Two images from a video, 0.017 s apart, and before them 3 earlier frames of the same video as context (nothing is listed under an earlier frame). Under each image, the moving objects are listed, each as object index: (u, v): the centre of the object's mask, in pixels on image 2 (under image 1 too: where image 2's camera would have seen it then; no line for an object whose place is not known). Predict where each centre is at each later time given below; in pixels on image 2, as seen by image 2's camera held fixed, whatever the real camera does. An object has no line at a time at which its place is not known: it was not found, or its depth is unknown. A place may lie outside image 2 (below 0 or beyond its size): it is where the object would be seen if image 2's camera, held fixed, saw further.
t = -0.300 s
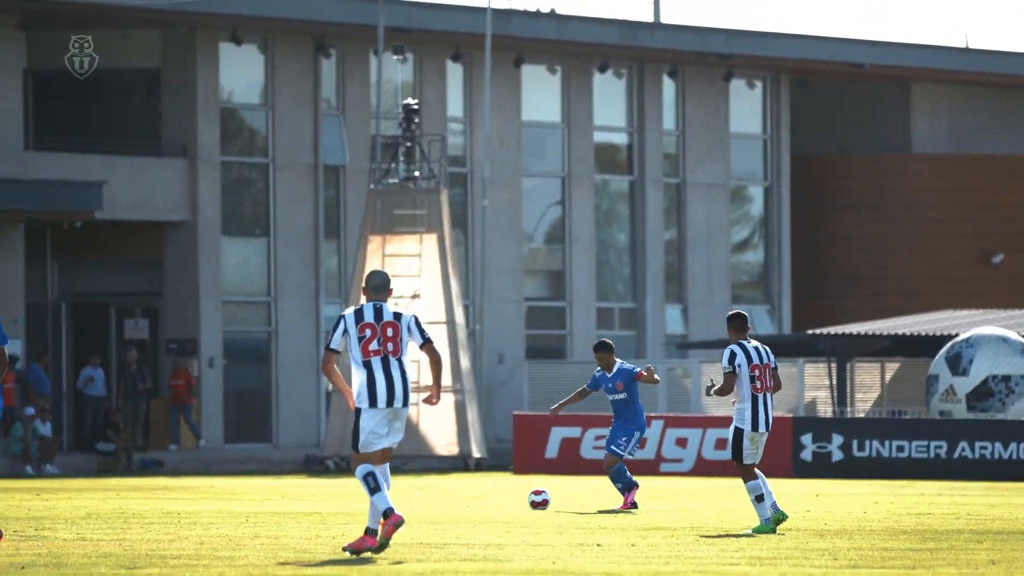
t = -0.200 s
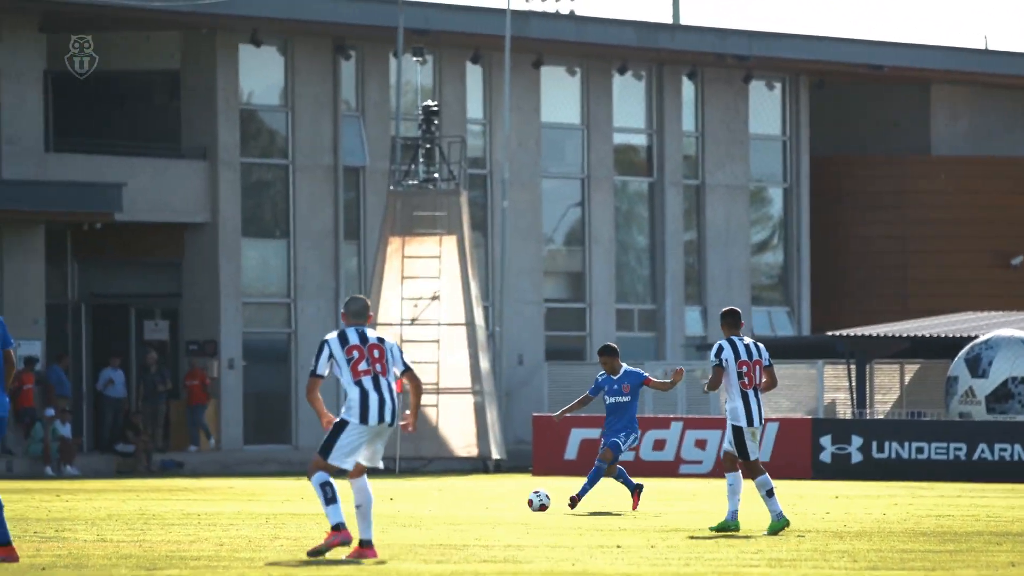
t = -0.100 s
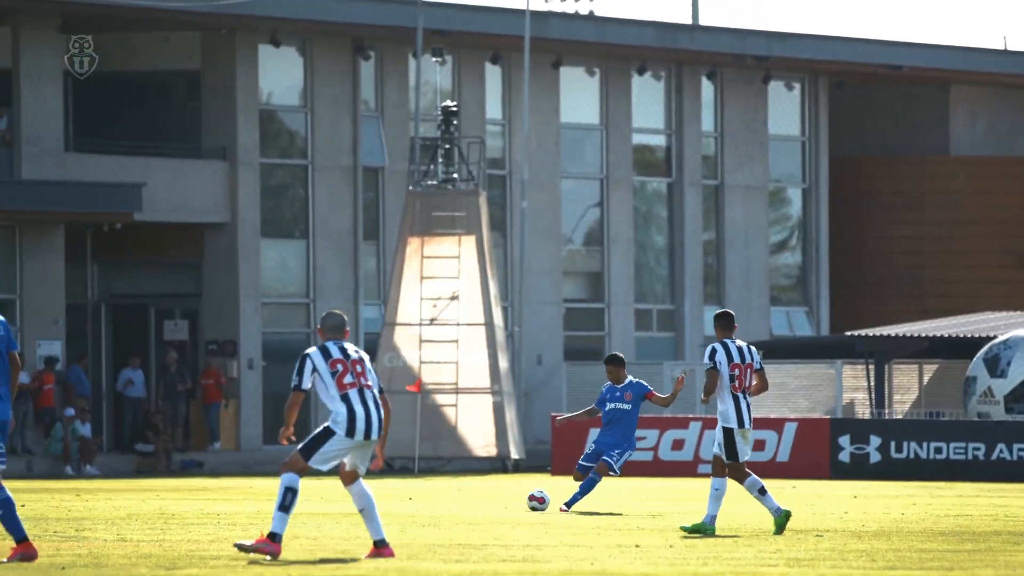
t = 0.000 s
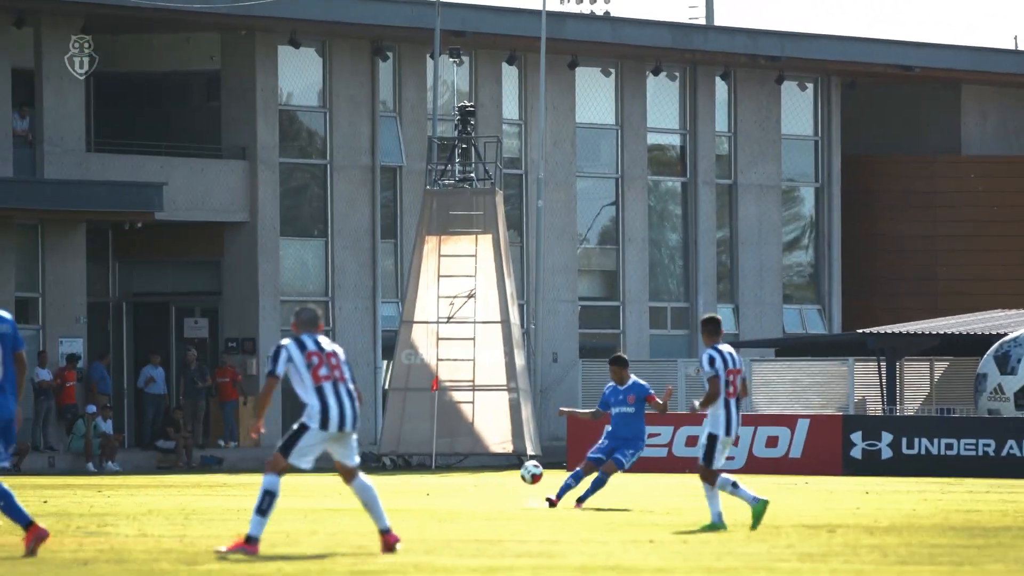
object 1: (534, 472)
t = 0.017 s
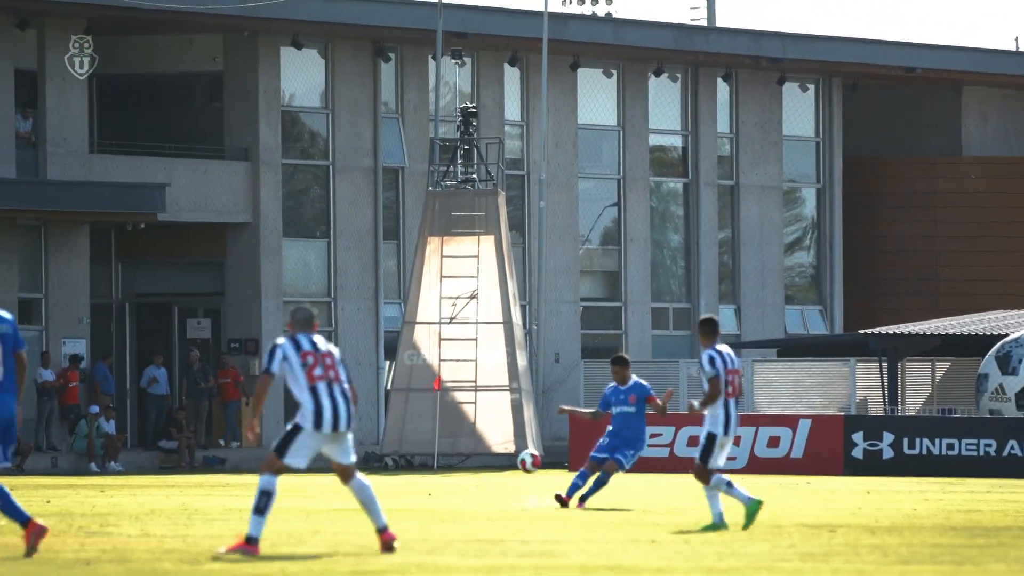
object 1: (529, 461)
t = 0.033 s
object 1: (525, 450)
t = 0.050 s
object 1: (520, 438)
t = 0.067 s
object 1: (516, 426)
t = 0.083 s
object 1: (512, 416)
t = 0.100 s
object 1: (508, 403)
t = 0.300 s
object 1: (452, 275)
